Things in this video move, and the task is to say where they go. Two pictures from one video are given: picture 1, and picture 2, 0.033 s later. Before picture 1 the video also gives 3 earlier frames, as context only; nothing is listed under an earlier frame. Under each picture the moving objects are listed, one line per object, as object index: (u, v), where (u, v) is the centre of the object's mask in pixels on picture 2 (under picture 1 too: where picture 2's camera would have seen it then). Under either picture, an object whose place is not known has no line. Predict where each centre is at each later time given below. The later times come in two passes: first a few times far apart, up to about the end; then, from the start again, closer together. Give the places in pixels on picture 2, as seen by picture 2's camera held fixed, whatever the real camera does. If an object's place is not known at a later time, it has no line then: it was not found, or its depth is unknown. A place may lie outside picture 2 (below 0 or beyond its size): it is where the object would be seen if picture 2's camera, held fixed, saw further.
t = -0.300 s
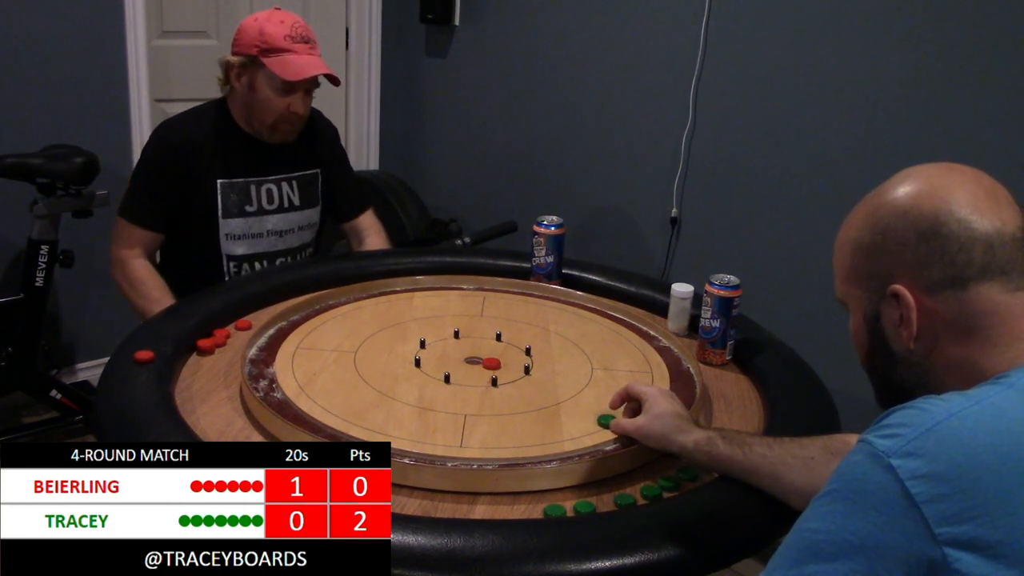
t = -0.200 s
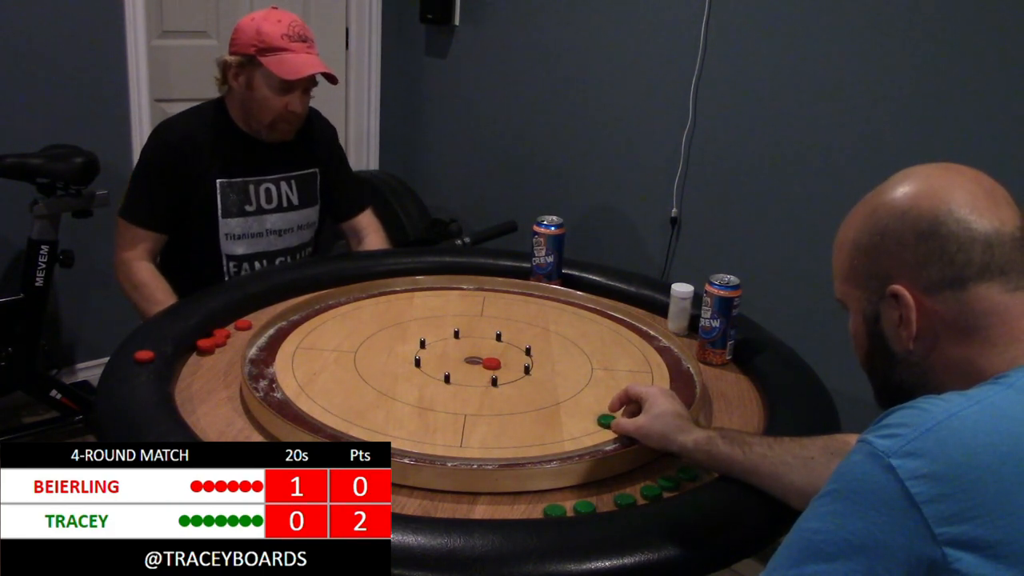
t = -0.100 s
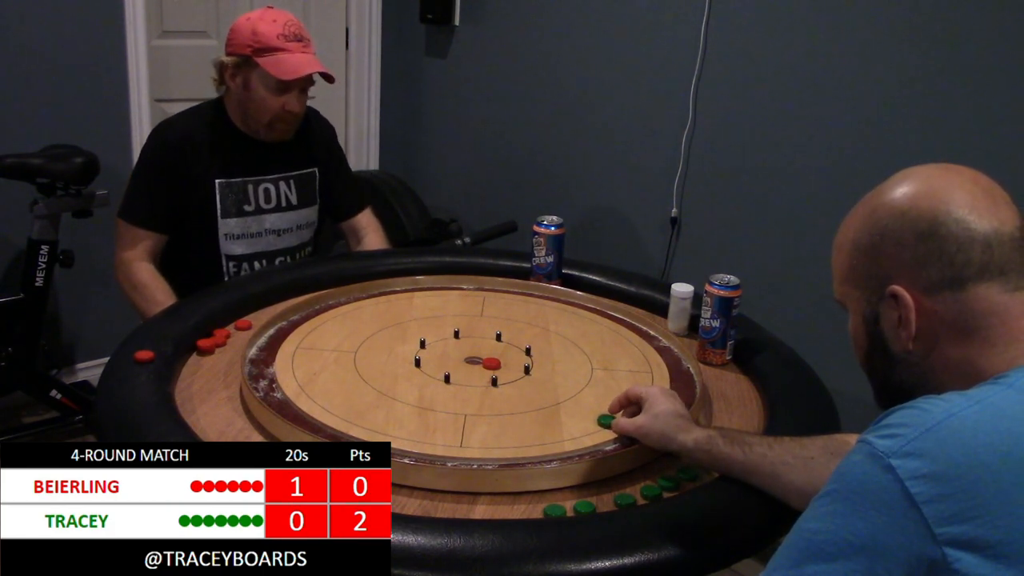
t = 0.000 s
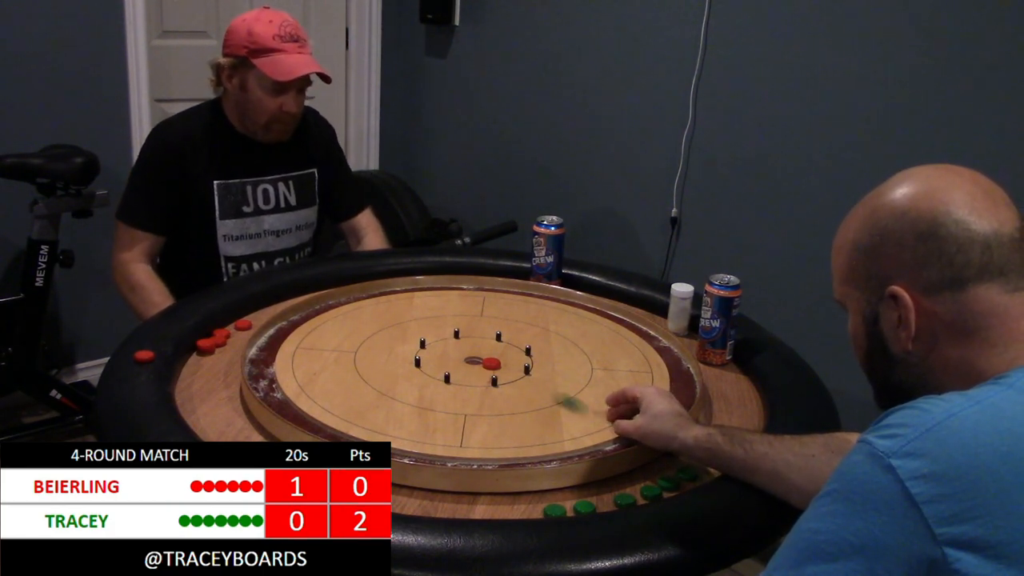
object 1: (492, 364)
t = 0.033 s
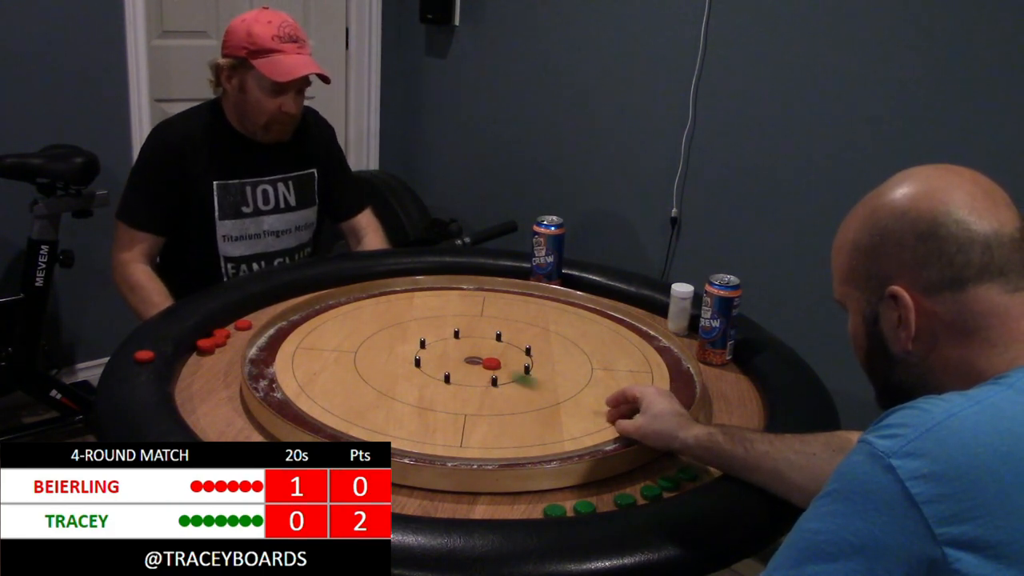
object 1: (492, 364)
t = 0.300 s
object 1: (348, 299)
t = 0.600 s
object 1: (345, 300)
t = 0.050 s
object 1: (490, 363)
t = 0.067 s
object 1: (472, 353)
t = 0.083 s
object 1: (456, 346)
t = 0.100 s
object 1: (440, 337)
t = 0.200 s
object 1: (354, 297)
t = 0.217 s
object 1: (348, 298)
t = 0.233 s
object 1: (349, 298)
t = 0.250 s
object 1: (345, 298)
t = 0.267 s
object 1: (345, 299)
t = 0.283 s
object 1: (346, 299)
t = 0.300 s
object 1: (348, 299)
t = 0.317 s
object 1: (348, 299)
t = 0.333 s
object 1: (348, 299)
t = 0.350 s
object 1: (348, 299)
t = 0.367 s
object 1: (347, 299)
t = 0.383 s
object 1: (347, 299)
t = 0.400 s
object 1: (347, 300)
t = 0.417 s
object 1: (347, 300)
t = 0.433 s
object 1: (346, 300)
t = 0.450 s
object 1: (346, 300)
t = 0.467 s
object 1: (345, 300)
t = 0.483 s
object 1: (345, 300)
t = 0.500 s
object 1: (345, 300)
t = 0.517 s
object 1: (345, 299)
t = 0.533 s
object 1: (345, 300)
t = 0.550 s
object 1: (346, 300)
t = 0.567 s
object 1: (345, 300)
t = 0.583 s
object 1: (346, 300)
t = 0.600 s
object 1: (345, 300)
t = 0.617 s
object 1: (345, 300)
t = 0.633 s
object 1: (345, 300)
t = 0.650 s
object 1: (345, 300)
